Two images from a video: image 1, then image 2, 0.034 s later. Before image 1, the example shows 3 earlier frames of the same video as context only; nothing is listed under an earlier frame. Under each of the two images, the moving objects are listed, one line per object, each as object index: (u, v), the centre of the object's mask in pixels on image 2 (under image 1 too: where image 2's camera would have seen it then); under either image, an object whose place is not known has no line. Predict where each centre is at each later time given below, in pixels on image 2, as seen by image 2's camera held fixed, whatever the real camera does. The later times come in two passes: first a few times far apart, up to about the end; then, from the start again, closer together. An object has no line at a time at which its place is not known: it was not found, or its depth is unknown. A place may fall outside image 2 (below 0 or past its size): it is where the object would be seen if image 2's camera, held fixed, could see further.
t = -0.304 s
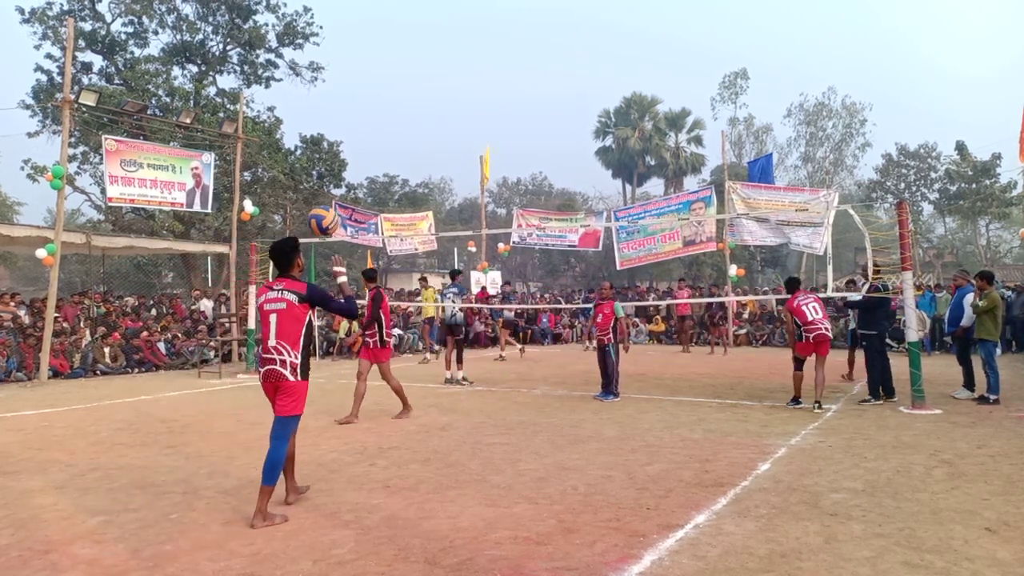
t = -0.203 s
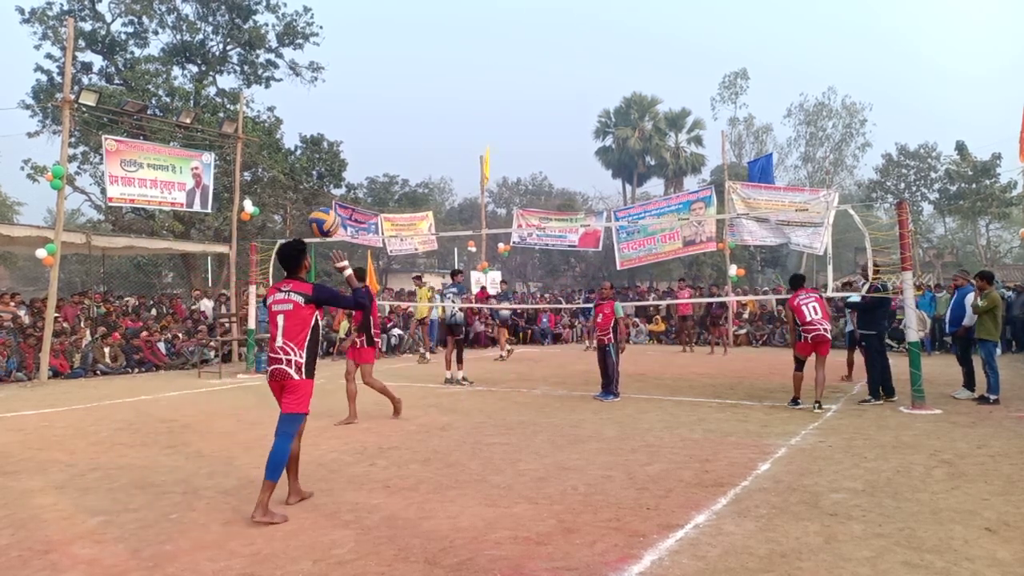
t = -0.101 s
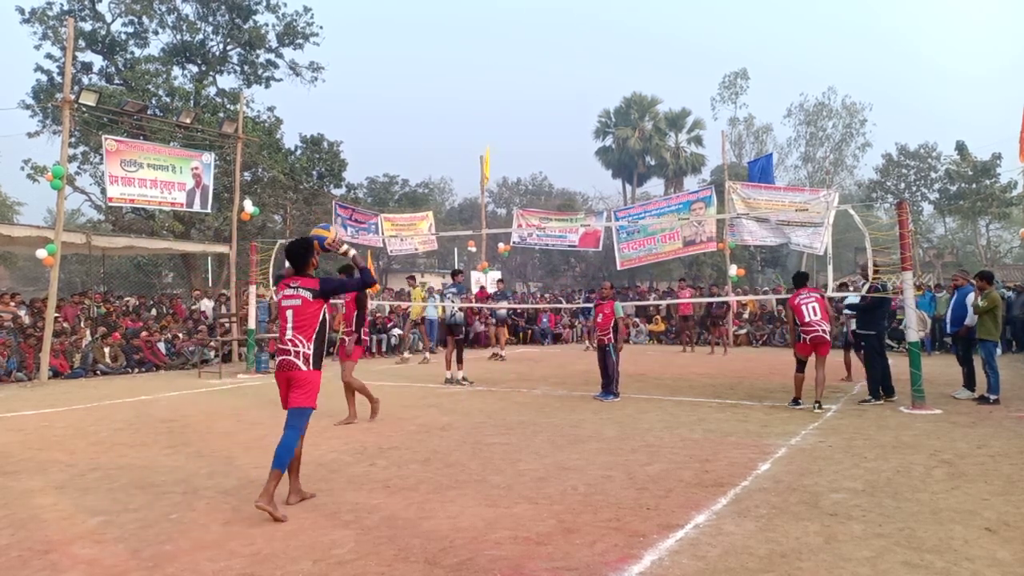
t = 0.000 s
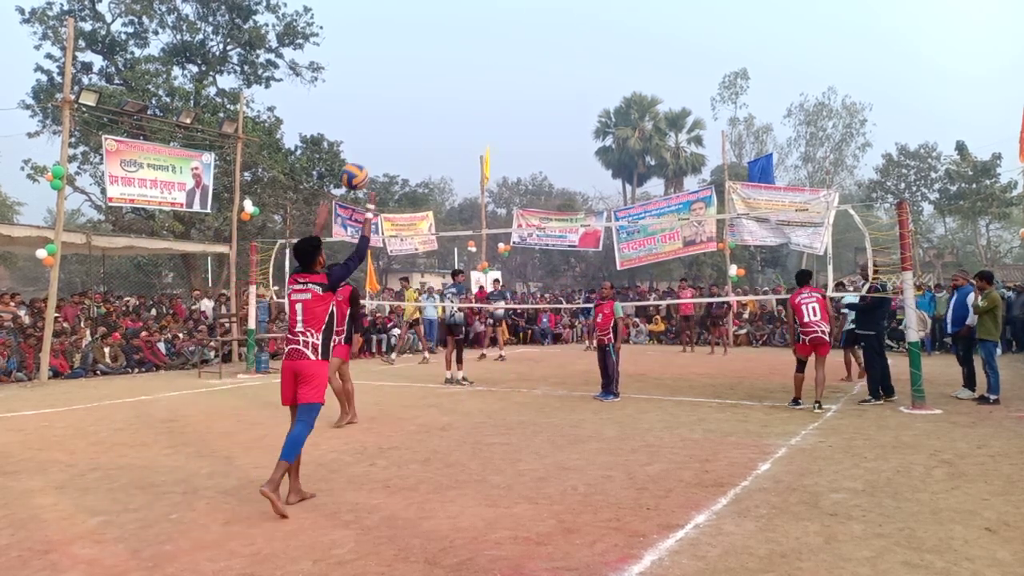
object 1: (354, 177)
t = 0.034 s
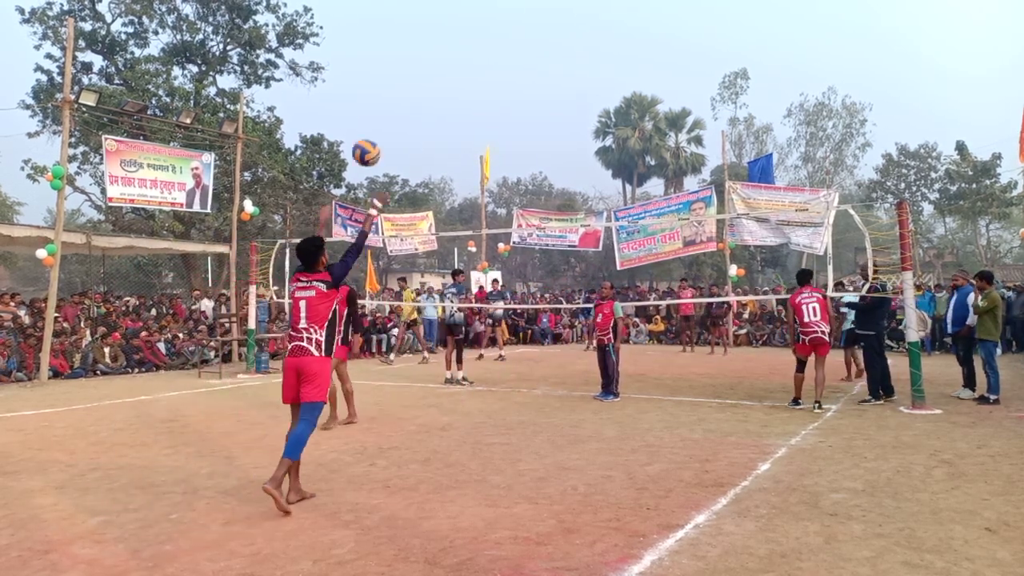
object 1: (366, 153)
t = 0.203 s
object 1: (418, 67)
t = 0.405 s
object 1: (469, 22)
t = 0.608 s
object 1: (509, 26)
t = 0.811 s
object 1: (542, 66)
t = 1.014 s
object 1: (569, 133)
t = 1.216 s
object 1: (589, 220)
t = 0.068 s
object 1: (377, 131)
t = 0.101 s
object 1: (388, 112)
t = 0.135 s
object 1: (399, 95)
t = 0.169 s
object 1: (409, 80)
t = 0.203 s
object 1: (418, 67)
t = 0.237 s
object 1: (428, 55)
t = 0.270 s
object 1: (436, 46)
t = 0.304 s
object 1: (445, 38)
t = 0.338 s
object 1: (454, 31)
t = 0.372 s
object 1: (461, 26)
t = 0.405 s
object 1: (469, 22)
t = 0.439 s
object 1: (476, 20)
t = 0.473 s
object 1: (483, 19)
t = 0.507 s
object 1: (490, 19)
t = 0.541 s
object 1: (497, 20)
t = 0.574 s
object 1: (503, 23)
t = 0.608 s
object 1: (509, 26)
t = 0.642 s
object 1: (515, 31)
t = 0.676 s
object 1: (521, 36)
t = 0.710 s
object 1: (527, 42)
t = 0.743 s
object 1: (532, 50)
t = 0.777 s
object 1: (537, 57)
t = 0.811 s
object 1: (542, 66)
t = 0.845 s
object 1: (547, 76)
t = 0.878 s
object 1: (552, 86)
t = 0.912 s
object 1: (556, 97)
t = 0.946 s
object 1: (561, 108)
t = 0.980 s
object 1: (565, 120)
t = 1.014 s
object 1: (569, 133)
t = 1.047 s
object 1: (573, 146)
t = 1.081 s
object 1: (576, 160)
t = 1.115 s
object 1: (580, 174)
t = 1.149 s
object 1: (583, 189)
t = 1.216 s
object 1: (589, 220)
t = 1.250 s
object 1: (593, 235)
